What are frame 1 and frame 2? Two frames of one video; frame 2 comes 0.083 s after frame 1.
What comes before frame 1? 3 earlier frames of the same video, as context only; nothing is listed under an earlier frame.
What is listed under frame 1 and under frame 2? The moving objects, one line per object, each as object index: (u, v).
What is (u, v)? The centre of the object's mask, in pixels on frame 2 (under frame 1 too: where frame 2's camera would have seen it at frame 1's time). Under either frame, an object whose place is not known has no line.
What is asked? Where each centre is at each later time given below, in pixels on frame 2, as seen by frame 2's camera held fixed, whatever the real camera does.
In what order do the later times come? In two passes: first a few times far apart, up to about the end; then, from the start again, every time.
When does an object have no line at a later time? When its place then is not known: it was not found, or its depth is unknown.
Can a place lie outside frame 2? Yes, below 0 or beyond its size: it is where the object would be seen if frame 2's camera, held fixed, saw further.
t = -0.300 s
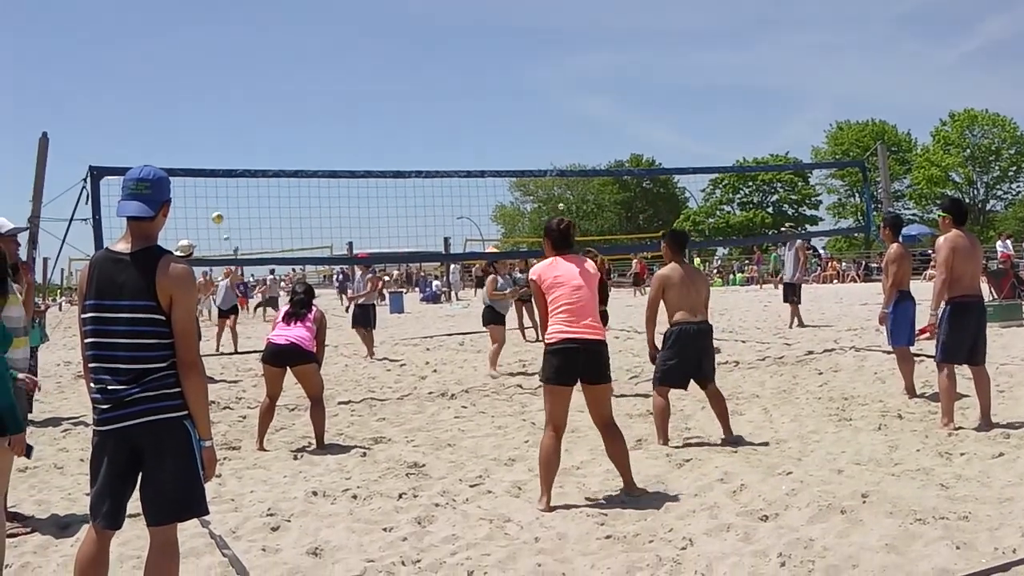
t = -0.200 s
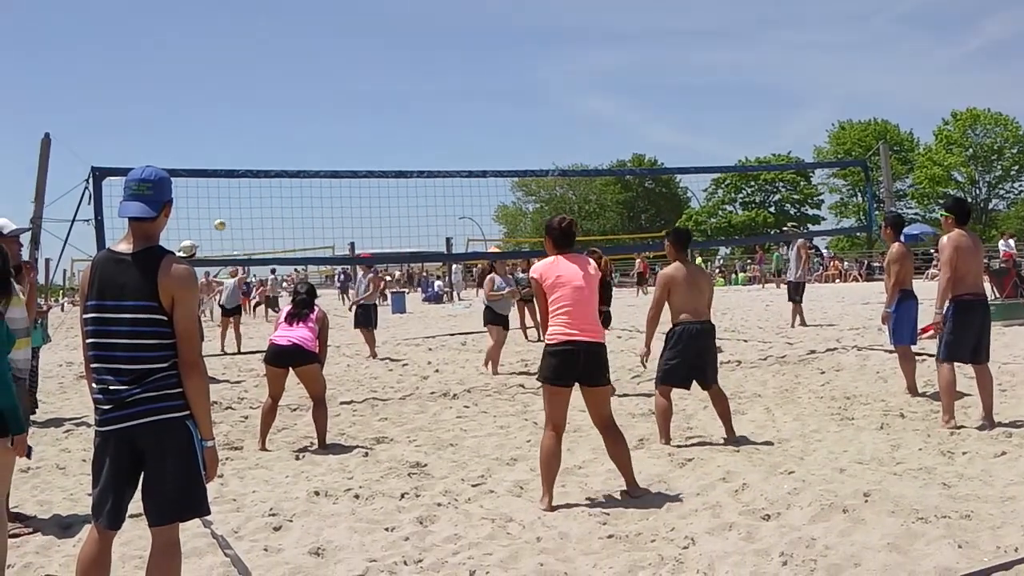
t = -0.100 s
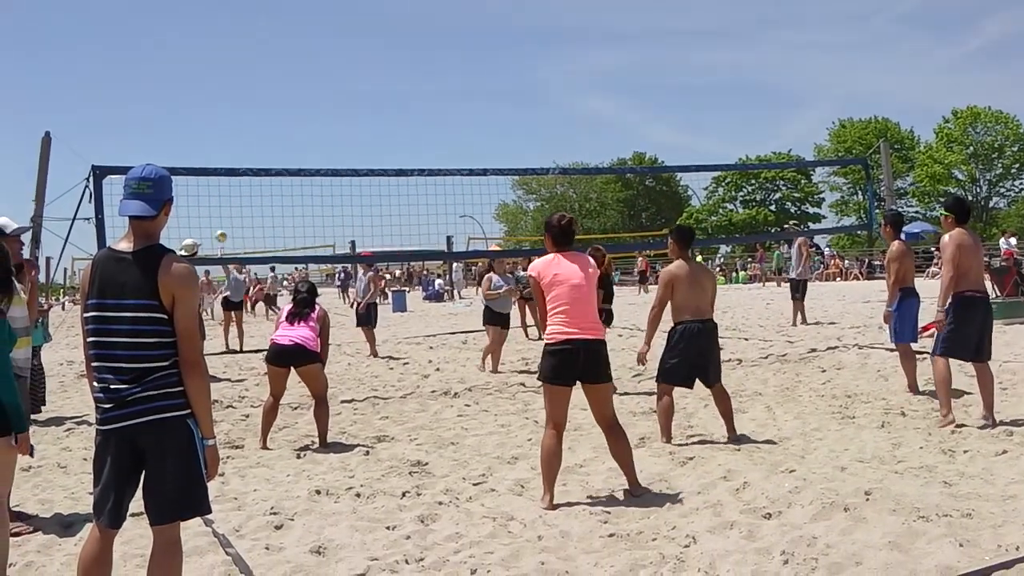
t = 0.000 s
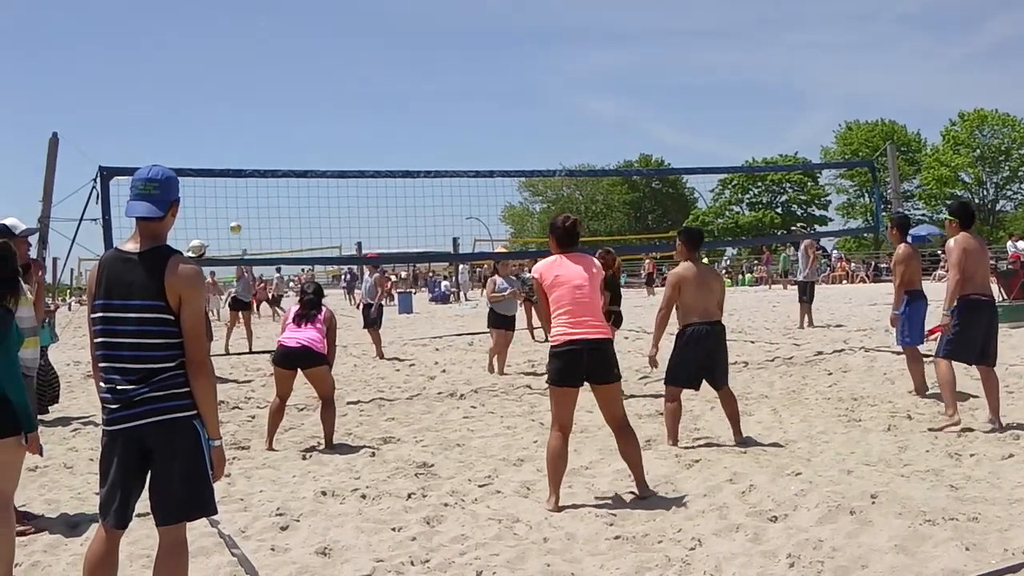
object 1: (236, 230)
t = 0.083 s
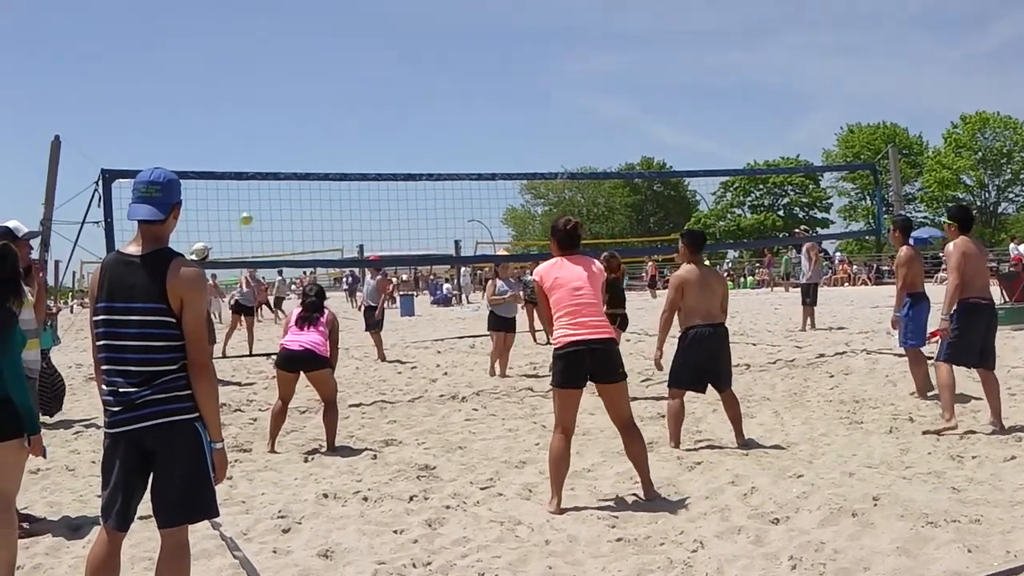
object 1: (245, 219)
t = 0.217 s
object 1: (260, 205)
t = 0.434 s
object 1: (292, 204)
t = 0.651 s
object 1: (331, 237)
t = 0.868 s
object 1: (321, 230)
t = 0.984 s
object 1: (315, 243)
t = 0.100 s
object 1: (248, 217)
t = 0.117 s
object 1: (249, 216)
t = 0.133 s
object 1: (251, 214)
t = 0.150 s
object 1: (253, 212)
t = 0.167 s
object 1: (254, 210)
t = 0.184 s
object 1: (256, 209)
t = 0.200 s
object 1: (258, 207)
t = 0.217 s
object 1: (260, 205)
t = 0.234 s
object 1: (262, 203)
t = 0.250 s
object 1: (264, 202)
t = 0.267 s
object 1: (266, 201)
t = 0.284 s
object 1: (268, 201)
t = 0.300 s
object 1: (271, 201)
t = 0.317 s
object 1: (273, 201)
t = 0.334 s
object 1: (276, 200)
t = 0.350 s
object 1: (278, 201)
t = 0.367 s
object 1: (281, 201)
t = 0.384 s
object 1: (284, 202)
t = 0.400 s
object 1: (287, 203)
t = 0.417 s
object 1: (289, 204)
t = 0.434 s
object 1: (292, 204)
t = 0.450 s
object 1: (295, 205)
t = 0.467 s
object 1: (298, 208)
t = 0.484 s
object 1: (300, 210)
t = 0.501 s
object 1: (304, 213)
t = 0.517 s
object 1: (307, 216)
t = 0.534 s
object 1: (311, 219)
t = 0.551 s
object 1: (314, 223)
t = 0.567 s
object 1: (319, 227)
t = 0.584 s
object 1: (322, 231)
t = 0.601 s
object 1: (326, 235)
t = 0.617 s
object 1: (329, 237)
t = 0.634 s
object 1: (330, 237)
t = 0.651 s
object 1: (331, 237)
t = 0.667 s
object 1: (331, 236)
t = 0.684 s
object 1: (330, 234)
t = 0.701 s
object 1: (330, 233)
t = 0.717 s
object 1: (329, 230)
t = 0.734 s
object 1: (328, 229)
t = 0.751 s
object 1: (328, 229)
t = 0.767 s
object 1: (327, 229)
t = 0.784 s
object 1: (326, 228)
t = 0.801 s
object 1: (325, 228)
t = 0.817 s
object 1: (324, 229)
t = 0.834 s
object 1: (323, 228)
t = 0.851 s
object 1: (322, 229)
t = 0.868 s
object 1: (321, 230)
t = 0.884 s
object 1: (321, 231)
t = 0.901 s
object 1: (320, 232)
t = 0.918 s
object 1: (319, 233)
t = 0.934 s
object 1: (317, 235)
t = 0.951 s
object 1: (316, 237)
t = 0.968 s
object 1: (316, 240)
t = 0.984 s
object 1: (315, 243)
